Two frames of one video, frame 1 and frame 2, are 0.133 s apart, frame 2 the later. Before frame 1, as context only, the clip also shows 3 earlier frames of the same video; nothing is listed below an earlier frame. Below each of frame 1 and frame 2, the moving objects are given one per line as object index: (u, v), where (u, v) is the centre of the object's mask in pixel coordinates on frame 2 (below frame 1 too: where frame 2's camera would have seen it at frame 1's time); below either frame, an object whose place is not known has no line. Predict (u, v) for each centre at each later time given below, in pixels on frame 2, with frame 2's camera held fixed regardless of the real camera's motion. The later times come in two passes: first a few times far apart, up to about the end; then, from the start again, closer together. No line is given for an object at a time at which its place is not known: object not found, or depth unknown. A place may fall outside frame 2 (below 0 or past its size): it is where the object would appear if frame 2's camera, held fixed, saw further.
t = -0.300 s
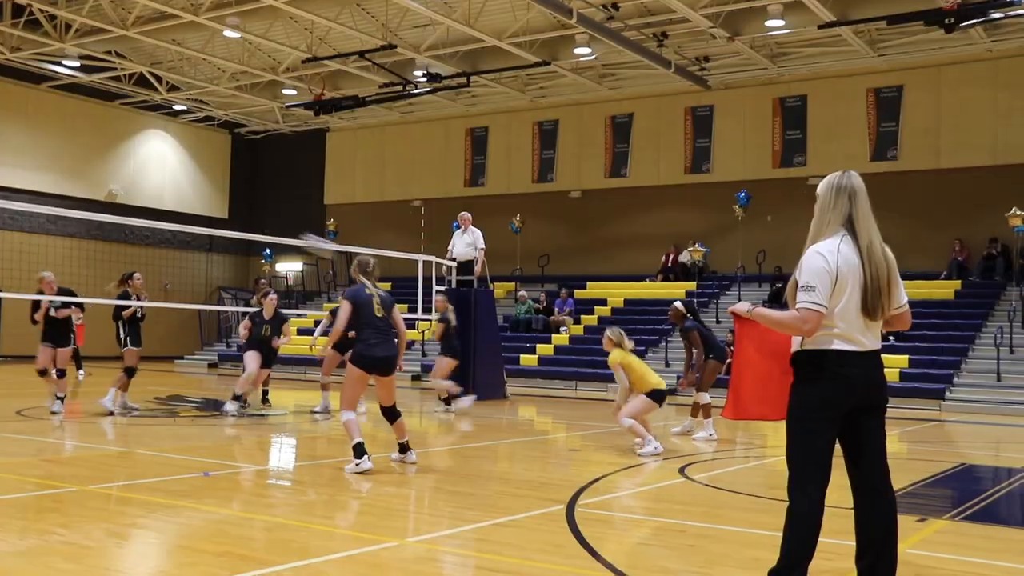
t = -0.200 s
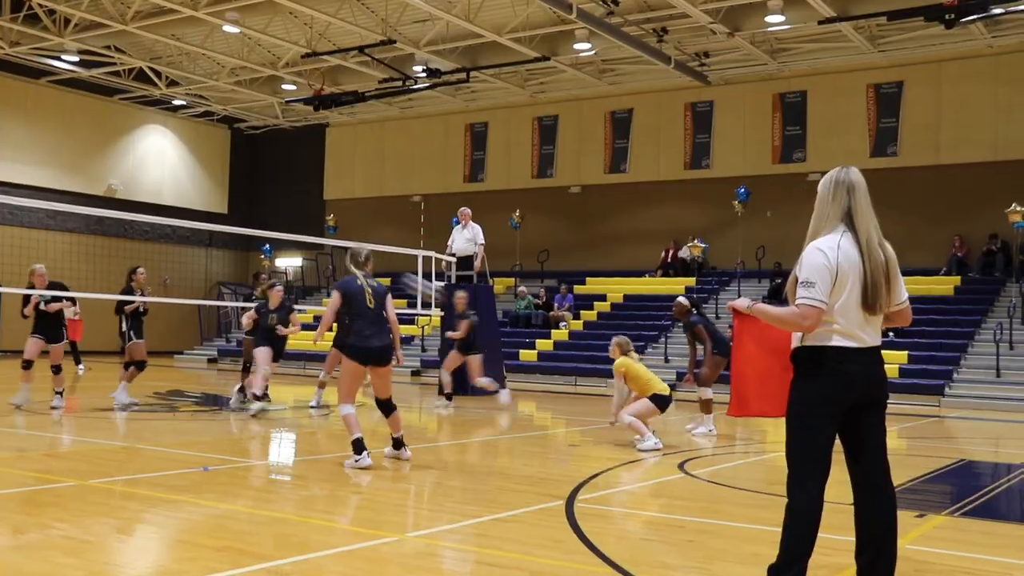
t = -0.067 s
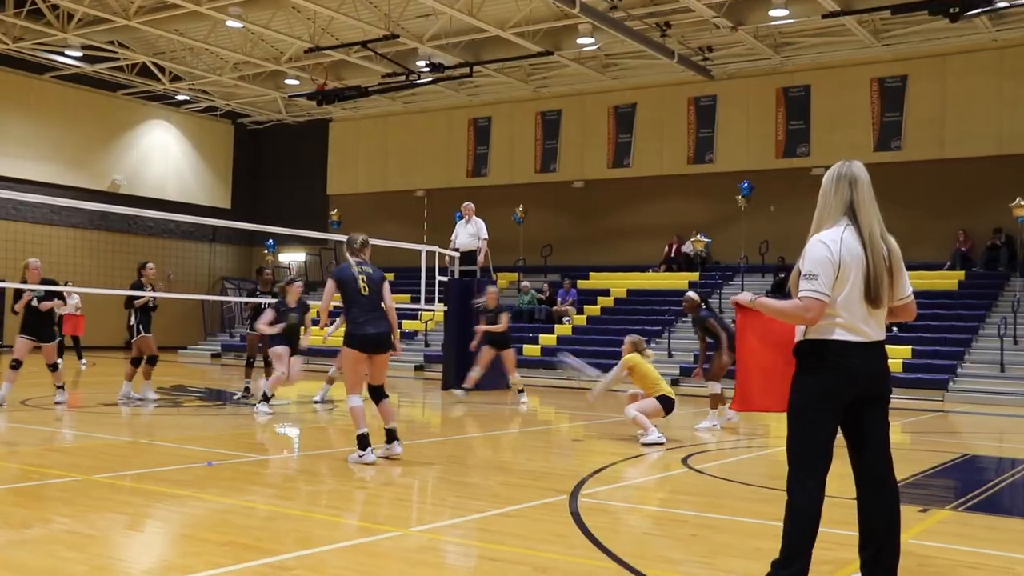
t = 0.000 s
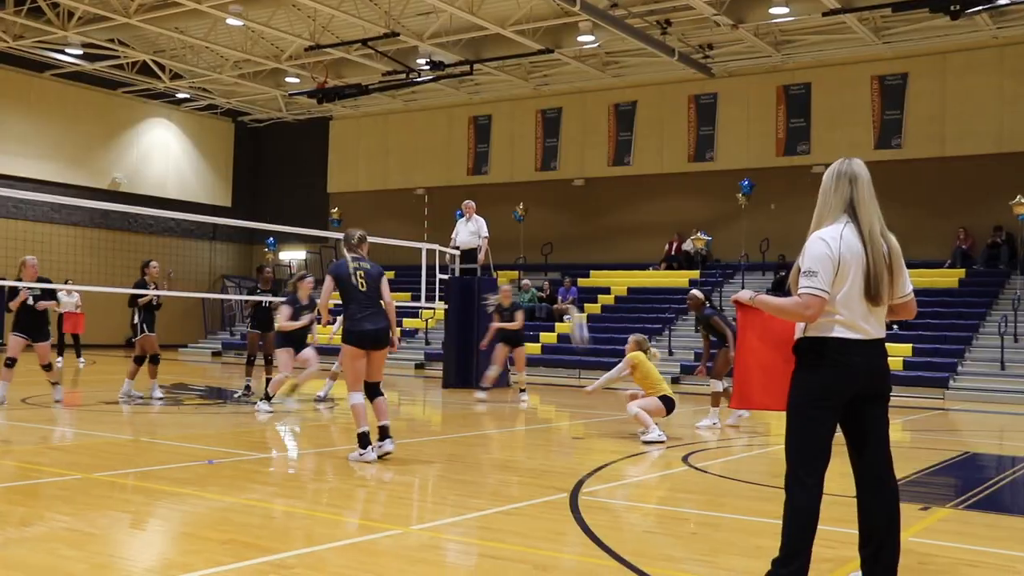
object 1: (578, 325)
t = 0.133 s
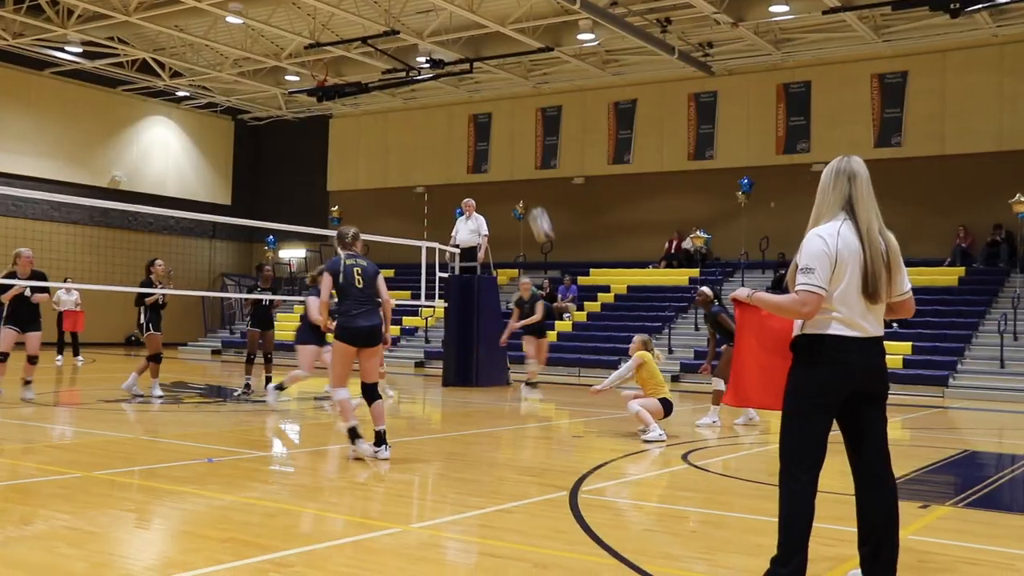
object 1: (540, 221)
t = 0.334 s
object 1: (488, 109)
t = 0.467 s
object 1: (460, 58)
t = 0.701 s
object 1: (407, 10)
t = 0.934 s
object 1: (360, 9)
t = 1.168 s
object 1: (314, 49)
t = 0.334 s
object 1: (488, 109)
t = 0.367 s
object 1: (480, 93)
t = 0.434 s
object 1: (466, 68)
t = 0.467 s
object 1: (460, 58)
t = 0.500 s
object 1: (450, 46)
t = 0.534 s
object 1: (445, 39)
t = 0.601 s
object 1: (429, 24)
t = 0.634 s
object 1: (423, 17)
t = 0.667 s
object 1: (415, 13)
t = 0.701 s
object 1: (407, 10)
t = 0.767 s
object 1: (394, 10)
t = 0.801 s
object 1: (386, 7)
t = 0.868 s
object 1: (373, 9)
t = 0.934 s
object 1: (360, 9)
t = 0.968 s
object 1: (356, 11)
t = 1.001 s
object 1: (348, 15)
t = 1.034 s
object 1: (340, 20)
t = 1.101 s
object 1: (327, 32)
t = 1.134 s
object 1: (320, 40)
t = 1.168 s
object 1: (314, 49)
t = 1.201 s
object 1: (308, 57)
